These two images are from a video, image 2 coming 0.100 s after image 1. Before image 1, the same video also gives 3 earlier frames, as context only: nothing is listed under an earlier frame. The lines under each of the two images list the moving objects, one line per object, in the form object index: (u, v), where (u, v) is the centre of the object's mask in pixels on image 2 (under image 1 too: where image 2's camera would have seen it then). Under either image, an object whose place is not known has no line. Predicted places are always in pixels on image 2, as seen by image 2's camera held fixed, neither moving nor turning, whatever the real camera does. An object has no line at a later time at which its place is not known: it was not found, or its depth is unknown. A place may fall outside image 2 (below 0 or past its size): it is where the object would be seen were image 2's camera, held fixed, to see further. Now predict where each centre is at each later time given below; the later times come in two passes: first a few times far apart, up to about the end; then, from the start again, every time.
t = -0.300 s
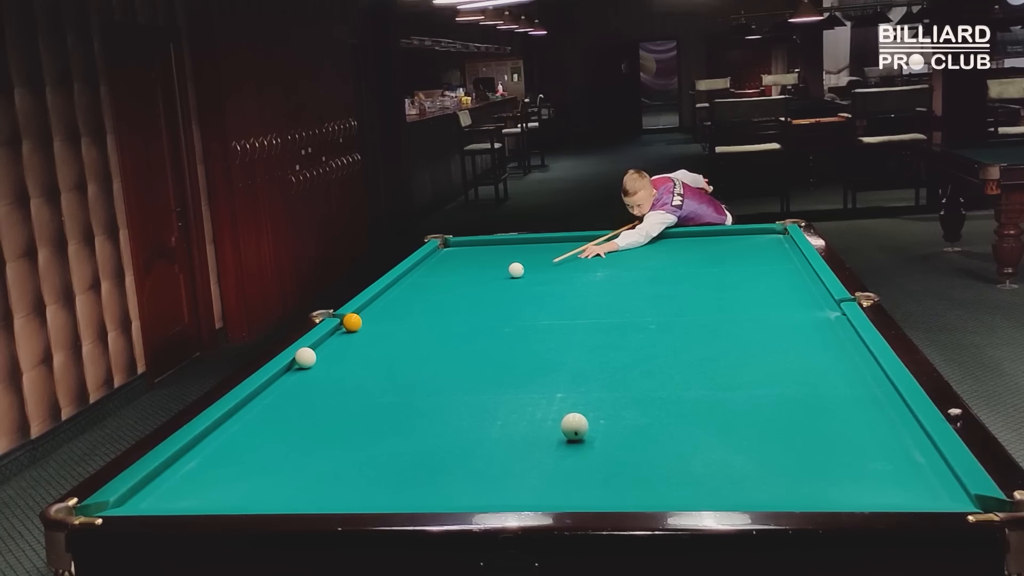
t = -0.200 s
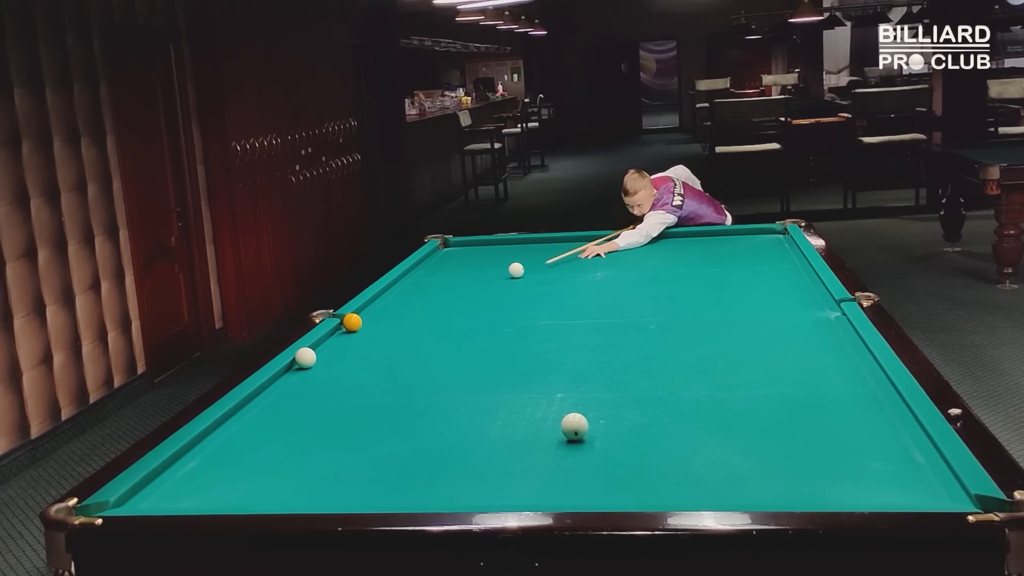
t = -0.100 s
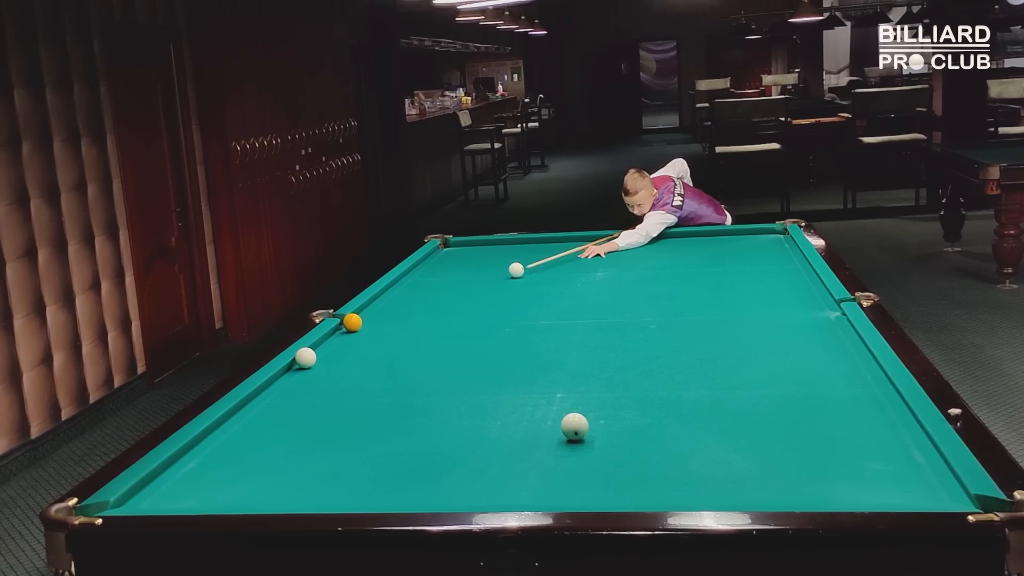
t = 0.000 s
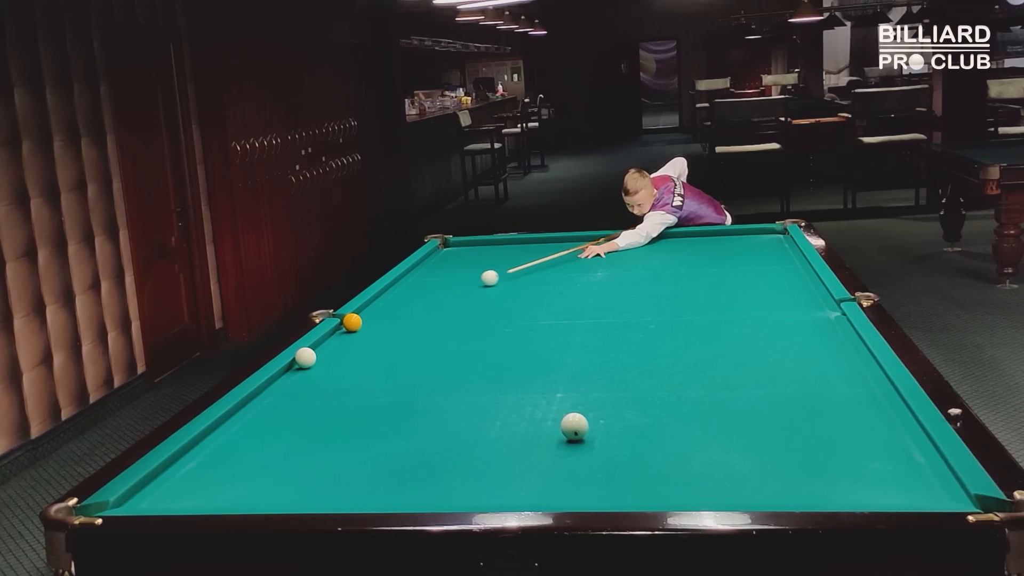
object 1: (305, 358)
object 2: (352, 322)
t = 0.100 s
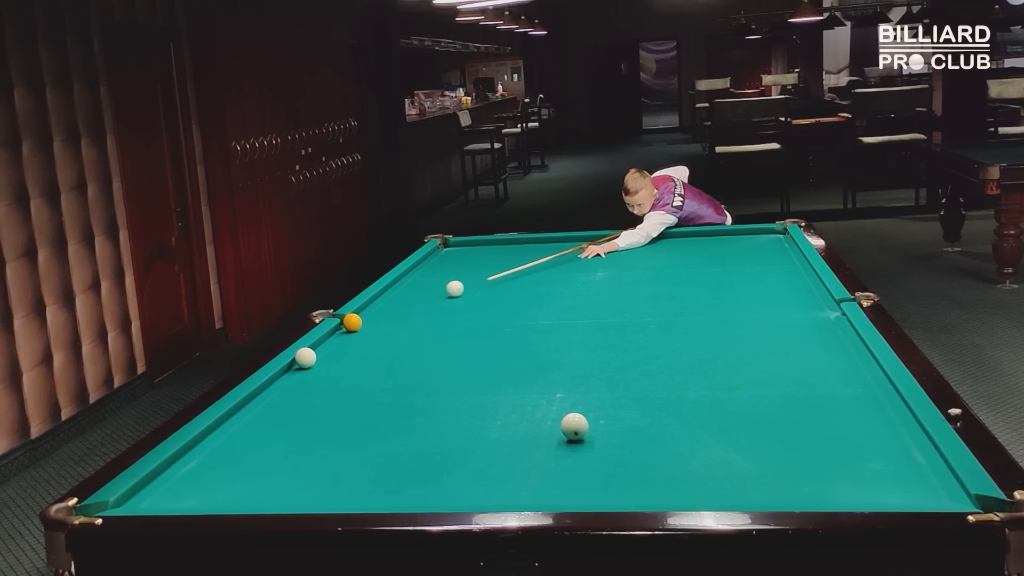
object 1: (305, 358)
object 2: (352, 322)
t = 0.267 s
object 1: (305, 358)
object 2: (352, 322)
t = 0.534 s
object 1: (305, 358)
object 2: (334, 336)
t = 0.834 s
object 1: (298, 364)
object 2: (313, 352)
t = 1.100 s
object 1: (280, 379)
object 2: (309, 358)
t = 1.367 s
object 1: (260, 395)
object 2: (306, 362)
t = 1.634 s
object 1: (239, 412)
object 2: (303, 367)
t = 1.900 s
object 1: (217, 430)
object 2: (300, 371)
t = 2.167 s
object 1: (194, 449)
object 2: (298, 375)
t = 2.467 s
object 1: (165, 472)
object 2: (296, 379)
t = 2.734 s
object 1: (139, 493)
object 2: (294, 382)
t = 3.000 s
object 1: (122, 501)
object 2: (293, 385)
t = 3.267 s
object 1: (126, 499)
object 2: (293, 387)
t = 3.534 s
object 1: (129, 498)
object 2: (292, 389)
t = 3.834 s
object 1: (130, 497)
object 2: (291, 390)
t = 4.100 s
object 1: (130, 497)
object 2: (290, 391)
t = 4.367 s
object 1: (130, 497)
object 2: (289, 391)
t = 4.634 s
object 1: (130, 497)
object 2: (289, 391)
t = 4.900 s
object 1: (130, 497)
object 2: (289, 391)
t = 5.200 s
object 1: (130, 497)
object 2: (289, 391)
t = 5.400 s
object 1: (130, 497)
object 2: (289, 391)
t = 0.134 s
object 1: (305, 357)
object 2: (352, 322)
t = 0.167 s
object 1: (305, 358)
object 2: (352, 322)
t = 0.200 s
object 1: (305, 358)
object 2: (352, 322)
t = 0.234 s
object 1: (305, 358)
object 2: (352, 322)
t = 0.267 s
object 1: (305, 358)
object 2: (352, 322)
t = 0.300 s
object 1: (305, 358)
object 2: (352, 322)
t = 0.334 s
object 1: (305, 357)
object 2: (352, 322)
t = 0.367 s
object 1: (305, 357)
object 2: (352, 322)
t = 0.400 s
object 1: (305, 357)
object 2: (350, 323)
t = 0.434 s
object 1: (305, 357)
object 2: (346, 327)
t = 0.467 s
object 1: (305, 357)
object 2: (342, 329)
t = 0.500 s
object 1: (305, 358)
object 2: (338, 333)
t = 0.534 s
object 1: (305, 358)
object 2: (334, 336)
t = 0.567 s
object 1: (305, 358)
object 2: (330, 338)
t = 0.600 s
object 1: (305, 358)
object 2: (326, 341)
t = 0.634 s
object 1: (305, 358)
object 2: (323, 343)
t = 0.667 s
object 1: (305, 358)
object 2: (320, 346)
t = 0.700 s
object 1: (305, 358)
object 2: (318, 347)
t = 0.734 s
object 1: (305, 358)
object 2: (316, 349)
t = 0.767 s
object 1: (303, 360)
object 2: (314, 350)
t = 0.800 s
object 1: (300, 362)
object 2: (314, 351)
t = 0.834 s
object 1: (298, 364)
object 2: (313, 352)
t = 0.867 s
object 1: (295, 366)
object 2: (312, 353)
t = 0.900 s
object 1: (293, 368)
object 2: (312, 354)
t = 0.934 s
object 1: (291, 370)
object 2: (311, 355)
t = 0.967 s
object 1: (289, 372)
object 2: (311, 355)
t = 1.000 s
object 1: (286, 373)
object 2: (310, 356)
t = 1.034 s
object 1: (284, 375)
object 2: (310, 356)
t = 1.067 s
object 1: (282, 377)
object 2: (309, 357)
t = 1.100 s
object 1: (280, 379)
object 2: (309, 358)
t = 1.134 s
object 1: (277, 381)
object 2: (309, 358)
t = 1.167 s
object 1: (275, 383)
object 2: (308, 359)
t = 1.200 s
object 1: (273, 385)
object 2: (308, 359)
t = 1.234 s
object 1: (270, 387)
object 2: (308, 360)
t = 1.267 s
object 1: (268, 389)
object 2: (307, 361)
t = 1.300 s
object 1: (265, 391)
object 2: (307, 361)
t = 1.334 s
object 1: (263, 393)
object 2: (306, 362)
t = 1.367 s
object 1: (260, 395)
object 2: (306, 362)
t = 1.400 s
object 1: (258, 397)
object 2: (305, 363)
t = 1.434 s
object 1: (255, 399)
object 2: (305, 363)
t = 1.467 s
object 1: (253, 401)
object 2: (305, 364)
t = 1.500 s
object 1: (250, 403)
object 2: (304, 364)
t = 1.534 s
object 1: (247, 405)
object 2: (304, 365)
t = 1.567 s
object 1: (245, 407)
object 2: (303, 366)
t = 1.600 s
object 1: (242, 410)
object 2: (303, 366)
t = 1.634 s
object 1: (239, 412)
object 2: (303, 367)
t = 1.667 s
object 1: (236, 414)
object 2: (303, 367)
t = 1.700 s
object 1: (234, 416)
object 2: (302, 368)
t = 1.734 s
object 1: (231, 418)
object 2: (302, 368)
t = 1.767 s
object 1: (227, 422)
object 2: (301, 369)
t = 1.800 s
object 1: (224, 424)
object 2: (301, 370)
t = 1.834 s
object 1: (221, 426)
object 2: (301, 370)
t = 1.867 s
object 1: (218, 429)
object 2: (301, 371)
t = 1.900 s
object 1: (217, 430)
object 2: (300, 371)
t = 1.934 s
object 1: (214, 432)
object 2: (300, 372)
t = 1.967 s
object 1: (211, 435)
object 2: (300, 372)
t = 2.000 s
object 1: (208, 437)
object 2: (300, 372)
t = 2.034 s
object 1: (206, 439)
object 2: (299, 373)
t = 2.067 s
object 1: (203, 442)
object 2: (299, 373)
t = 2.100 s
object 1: (200, 444)
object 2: (299, 374)
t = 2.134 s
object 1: (197, 446)
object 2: (298, 374)
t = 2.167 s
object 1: (194, 449)
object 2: (298, 375)
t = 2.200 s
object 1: (191, 451)
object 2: (298, 375)
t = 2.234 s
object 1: (188, 454)
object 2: (297, 376)
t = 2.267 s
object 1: (185, 456)
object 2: (297, 376)
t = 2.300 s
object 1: (182, 459)
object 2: (297, 377)
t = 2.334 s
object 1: (178, 462)
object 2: (297, 377)
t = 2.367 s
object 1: (175, 464)
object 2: (296, 378)
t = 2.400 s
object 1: (172, 467)
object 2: (296, 378)
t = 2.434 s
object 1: (169, 469)
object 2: (296, 379)
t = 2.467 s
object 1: (165, 472)
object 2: (296, 379)
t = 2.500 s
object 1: (162, 475)
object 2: (295, 379)
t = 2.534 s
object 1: (159, 477)
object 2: (295, 380)
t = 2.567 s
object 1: (155, 480)
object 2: (295, 380)
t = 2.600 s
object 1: (152, 483)
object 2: (295, 381)
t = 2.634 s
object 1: (149, 486)
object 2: (295, 381)
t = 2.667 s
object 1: (145, 488)
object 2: (294, 381)
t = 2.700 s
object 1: (142, 490)
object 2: (294, 382)
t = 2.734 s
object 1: (139, 493)
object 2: (294, 382)
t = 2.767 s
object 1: (135, 495)
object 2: (294, 382)
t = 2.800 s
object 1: (132, 497)
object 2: (294, 383)
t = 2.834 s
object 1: (129, 498)
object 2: (294, 383)
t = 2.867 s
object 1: (124, 500)
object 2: (294, 383)
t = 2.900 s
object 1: (120, 501)
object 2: (294, 384)
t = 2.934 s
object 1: (119, 501)
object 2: (293, 384)
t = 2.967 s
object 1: (121, 501)
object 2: (293, 384)
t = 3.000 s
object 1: (122, 501)
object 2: (293, 385)
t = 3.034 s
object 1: (122, 501)
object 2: (293, 385)
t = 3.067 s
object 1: (123, 500)
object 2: (293, 385)
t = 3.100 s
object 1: (124, 500)
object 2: (293, 386)
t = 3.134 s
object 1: (124, 500)
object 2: (293, 386)
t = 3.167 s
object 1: (125, 500)
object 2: (293, 386)
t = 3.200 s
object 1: (125, 500)
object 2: (293, 386)
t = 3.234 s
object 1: (126, 499)
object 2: (293, 387)
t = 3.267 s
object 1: (126, 499)
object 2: (293, 387)
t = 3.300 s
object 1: (127, 499)
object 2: (293, 387)
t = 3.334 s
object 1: (127, 499)
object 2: (293, 388)
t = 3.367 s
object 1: (128, 498)
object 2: (292, 388)
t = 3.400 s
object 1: (128, 498)
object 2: (292, 388)
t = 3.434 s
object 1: (128, 498)
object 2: (292, 388)
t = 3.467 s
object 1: (128, 498)
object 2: (292, 388)
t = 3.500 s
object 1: (129, 498)
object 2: (292, 389)
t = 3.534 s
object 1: (129, 498)
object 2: (292, 389)
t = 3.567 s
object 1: (129, 498)
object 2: (292, 389)
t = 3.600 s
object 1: (129, 498)
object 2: (292, 389)
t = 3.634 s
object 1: (129, 498)
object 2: (292, 389)
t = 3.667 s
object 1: (129, 498)
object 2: (292, 389)
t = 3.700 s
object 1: (130, 498)
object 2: (292, 390)
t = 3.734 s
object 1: (130, 497)
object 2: (292, 390)
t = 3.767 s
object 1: (130, 497)
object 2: (292, 390)
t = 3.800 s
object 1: (130, 497)
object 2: (291, 390)
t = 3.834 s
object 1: (130, 497)
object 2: (291, 390)
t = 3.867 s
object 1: (130, 497)
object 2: (291, 390)
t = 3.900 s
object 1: (130, 497)
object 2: (291, 390)
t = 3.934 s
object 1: (130, 497)
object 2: (291, 391)
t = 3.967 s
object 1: (130, 497)
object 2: (291, 391)
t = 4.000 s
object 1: (130, 497)
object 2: (291, 391)
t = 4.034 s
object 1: (130, 497)
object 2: (290, 391)
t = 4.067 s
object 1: (130, 497)
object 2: (290, 391)
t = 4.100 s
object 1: (130, 497)
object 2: (290, 391)
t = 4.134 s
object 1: (130, 497)
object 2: (290, 391)
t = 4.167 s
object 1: (130, 497)
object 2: (290, 391)
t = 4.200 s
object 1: (130, 497)
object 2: (290, 391)
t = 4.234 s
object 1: (130, 497)
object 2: (289, 391)
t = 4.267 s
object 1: (130, 497)
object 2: (289, 391)
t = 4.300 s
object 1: (130, 497)
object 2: (289, 391)
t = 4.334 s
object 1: (130, 497)
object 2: (289, 391)
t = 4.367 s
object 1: (130, 497)
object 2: (289, 391)
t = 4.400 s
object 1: (130, 497)
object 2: (289, 391)
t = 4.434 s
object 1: (130, 497)
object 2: (289, 391)
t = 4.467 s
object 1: (130, 497)
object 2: (289, 391)
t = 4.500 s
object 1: (130, 497)
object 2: (289, 391)
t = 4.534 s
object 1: (130, 497)
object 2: (289, 391)
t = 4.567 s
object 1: (130, 497)
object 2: (289, 391)
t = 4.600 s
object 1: (130, 497)
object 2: (289, 391)
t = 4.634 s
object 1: (130, 497)
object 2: (289, 391)
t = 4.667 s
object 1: (130, 497)
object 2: (289, 391)
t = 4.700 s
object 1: (130, 497)
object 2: (289, 391)
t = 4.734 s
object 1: (130, 497)
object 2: (289, 391)
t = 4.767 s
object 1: (130, 497)
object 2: (289, 391)
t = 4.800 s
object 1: (130, 497)
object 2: (289, 391)
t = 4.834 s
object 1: (130, 497)
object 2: (289, 391)
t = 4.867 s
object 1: (130, 497)
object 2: (289, 391)
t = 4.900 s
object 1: (130, 497)
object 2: (289, 391)
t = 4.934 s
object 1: (130, 497)
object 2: (289, 391)
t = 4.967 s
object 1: (130, 497)
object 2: (289, 391)
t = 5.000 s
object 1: (130, 497)
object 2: (289, 391)
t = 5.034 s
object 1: (130, 497)
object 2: (289, 391)
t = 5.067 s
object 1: (130, 497)
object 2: (289, 391)
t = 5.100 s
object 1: (130, 497)
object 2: (289, 391)
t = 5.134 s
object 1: (130, 497)
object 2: (289, 391)
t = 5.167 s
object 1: (130, 497)
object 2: (289, 391)
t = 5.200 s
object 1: (130, 497)
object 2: (289, 391)
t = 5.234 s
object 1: (130, 497)
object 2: (289, 391)
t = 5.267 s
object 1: (130, 497)
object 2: (289, 391)
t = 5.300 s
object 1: (130, 497)
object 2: (289, 391)
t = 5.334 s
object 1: (130, 497)
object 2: (289, 391)
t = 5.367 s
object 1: (130, 497)
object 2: (289, 391)
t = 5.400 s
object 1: (130, 497)
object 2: (289, 391)
